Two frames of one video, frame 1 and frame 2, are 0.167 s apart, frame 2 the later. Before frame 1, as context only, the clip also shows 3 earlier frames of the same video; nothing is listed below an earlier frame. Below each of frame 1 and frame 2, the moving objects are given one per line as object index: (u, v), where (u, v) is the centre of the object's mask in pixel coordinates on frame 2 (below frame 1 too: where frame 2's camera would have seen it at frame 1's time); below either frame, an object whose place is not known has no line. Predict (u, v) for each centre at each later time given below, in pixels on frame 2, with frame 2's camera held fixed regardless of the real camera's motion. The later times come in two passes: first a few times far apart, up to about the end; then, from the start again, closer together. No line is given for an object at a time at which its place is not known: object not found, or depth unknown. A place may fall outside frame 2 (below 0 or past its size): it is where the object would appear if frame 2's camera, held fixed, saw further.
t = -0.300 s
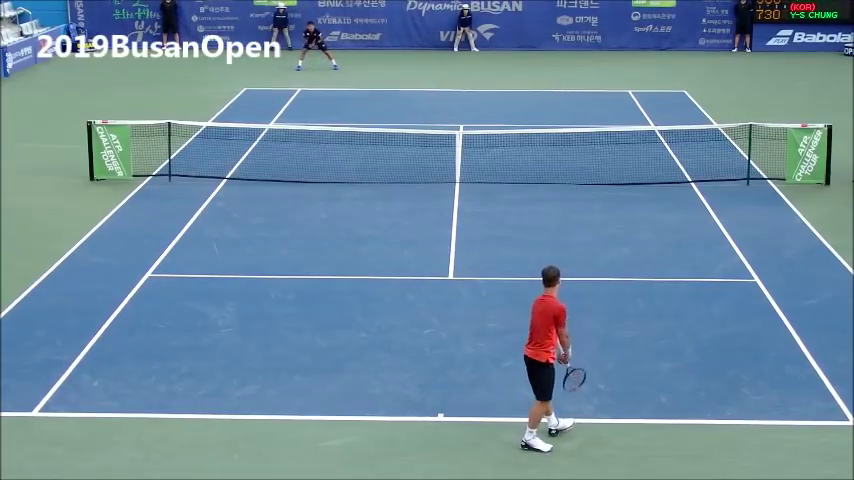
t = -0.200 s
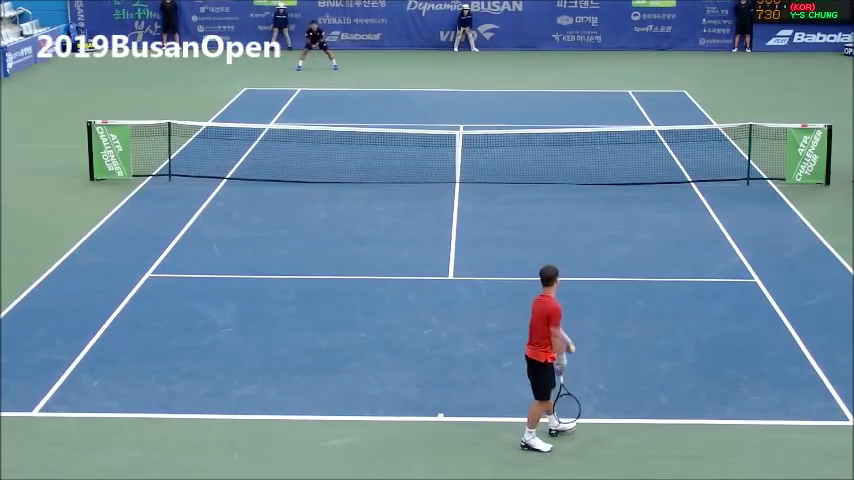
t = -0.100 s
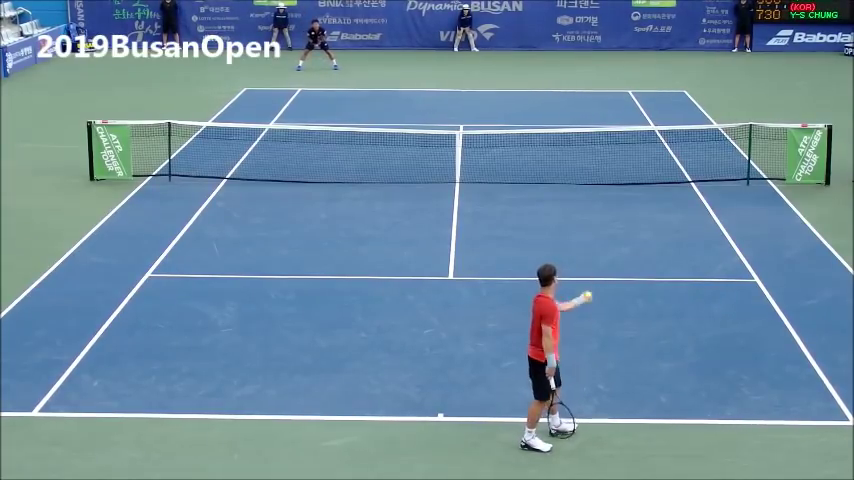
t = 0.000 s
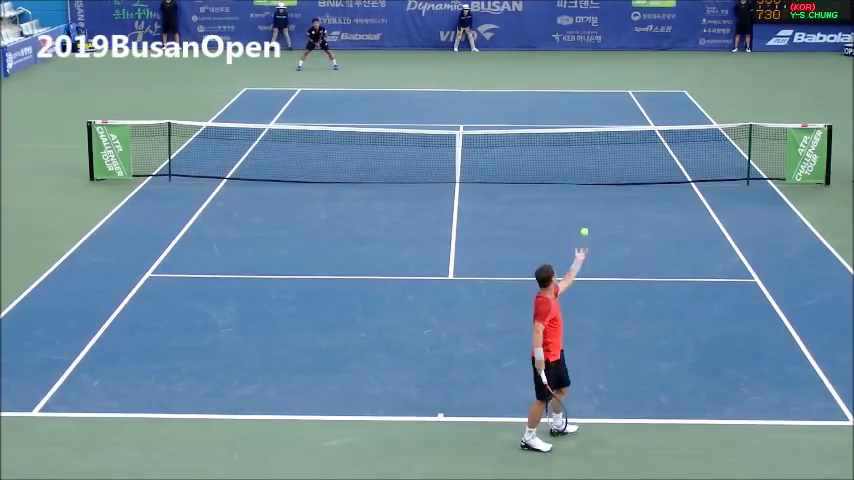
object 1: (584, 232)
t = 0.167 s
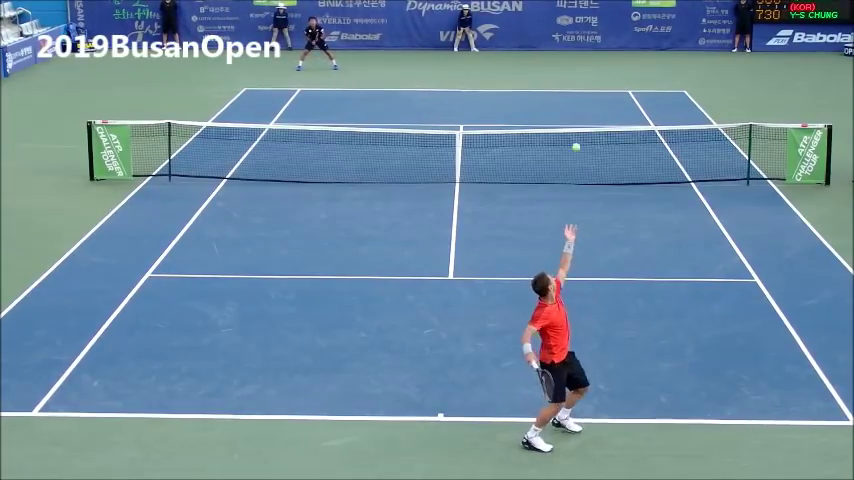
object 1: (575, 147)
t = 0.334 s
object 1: (566, 88)
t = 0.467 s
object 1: (559, 62)
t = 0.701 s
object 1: (545, 60)
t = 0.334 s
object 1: (566, 88)
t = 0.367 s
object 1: (565, 80)
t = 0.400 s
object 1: (563, 73)
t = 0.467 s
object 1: (559, 62)
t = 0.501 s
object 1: (557, 59)
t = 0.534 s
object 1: (555, 56)
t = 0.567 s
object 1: (553, 55)
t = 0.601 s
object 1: (551, 54)
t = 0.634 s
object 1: (549, 55)
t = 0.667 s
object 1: (547, 57)
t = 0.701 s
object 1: (545, 60)
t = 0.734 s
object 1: (543, 65)
